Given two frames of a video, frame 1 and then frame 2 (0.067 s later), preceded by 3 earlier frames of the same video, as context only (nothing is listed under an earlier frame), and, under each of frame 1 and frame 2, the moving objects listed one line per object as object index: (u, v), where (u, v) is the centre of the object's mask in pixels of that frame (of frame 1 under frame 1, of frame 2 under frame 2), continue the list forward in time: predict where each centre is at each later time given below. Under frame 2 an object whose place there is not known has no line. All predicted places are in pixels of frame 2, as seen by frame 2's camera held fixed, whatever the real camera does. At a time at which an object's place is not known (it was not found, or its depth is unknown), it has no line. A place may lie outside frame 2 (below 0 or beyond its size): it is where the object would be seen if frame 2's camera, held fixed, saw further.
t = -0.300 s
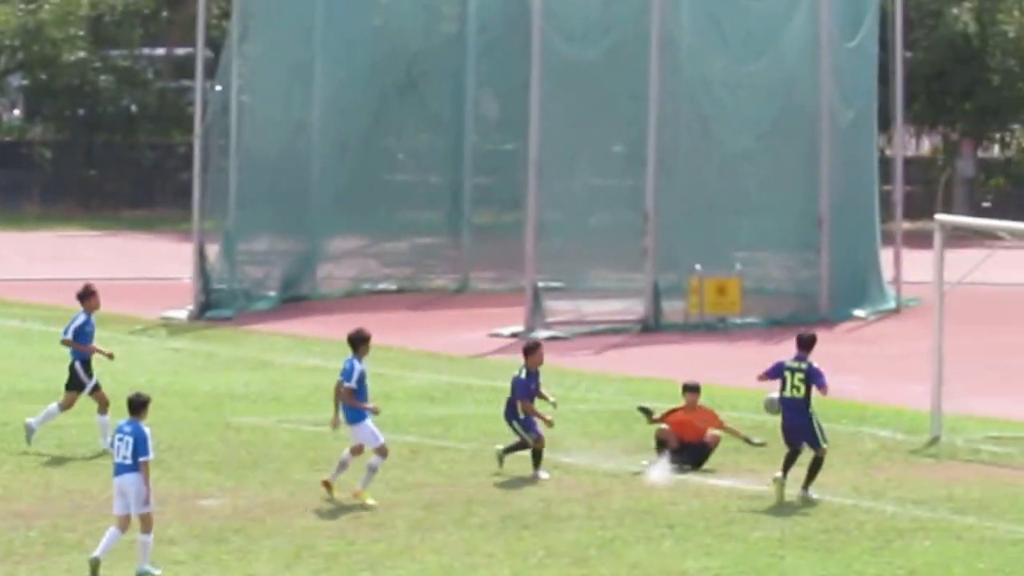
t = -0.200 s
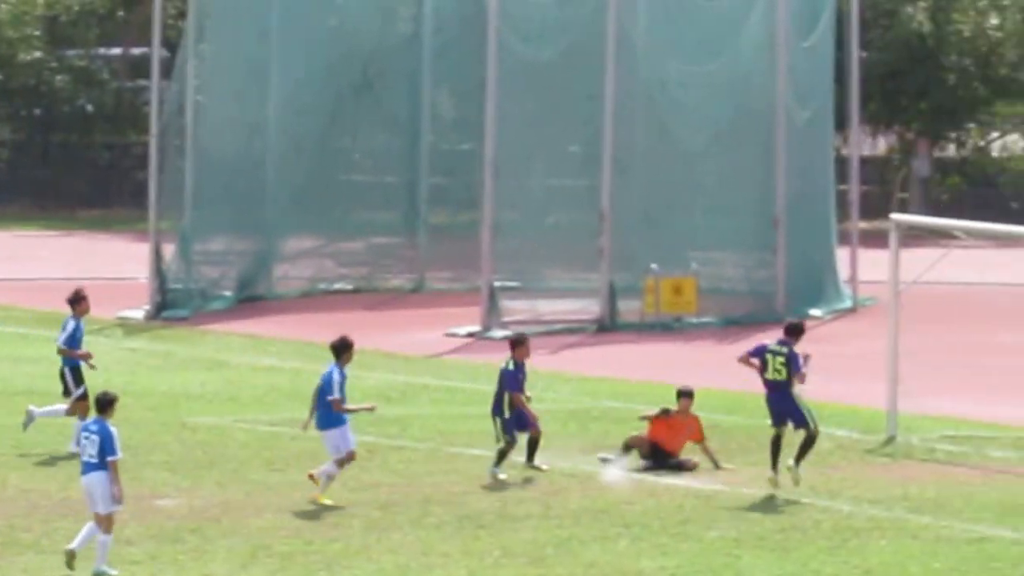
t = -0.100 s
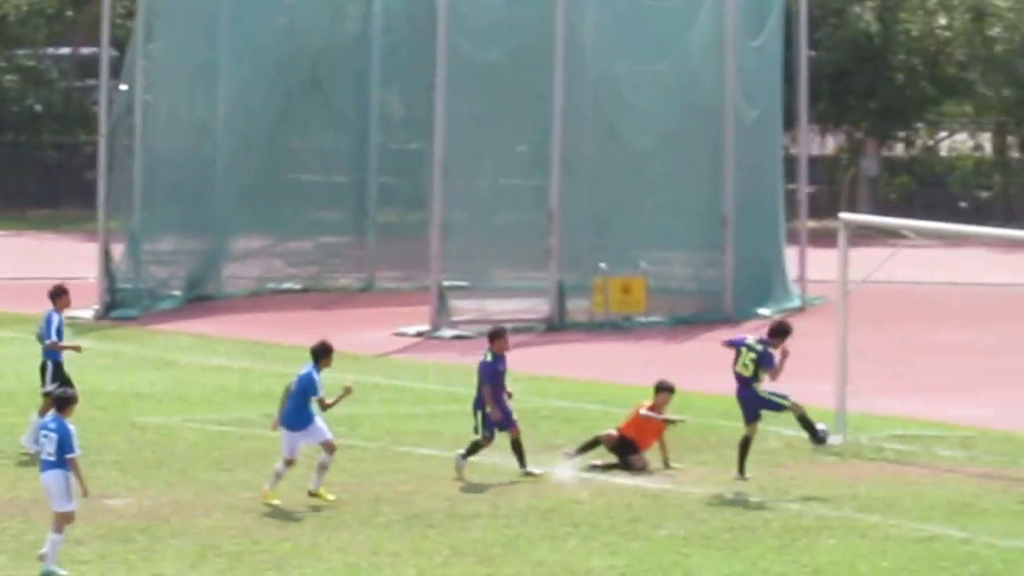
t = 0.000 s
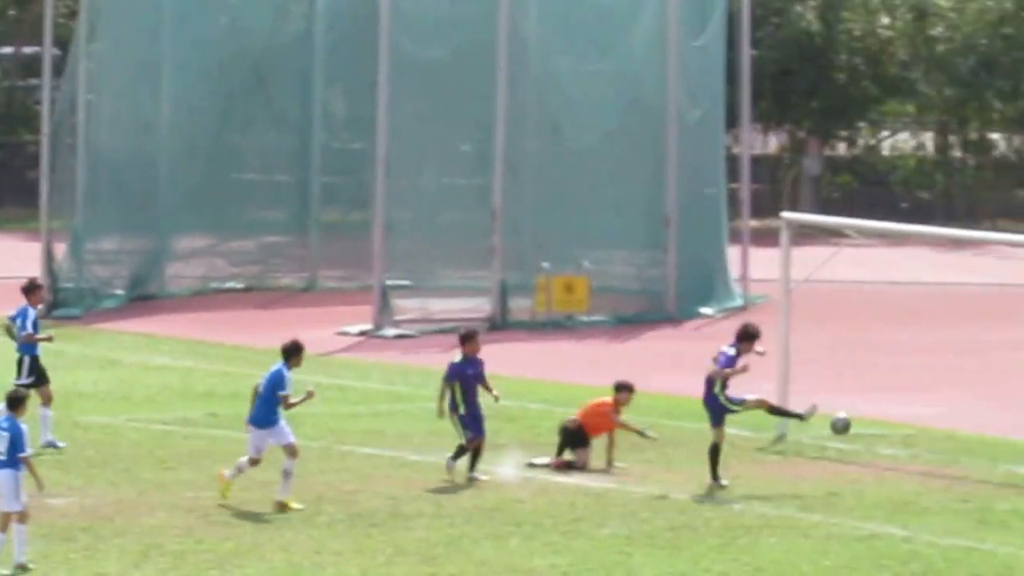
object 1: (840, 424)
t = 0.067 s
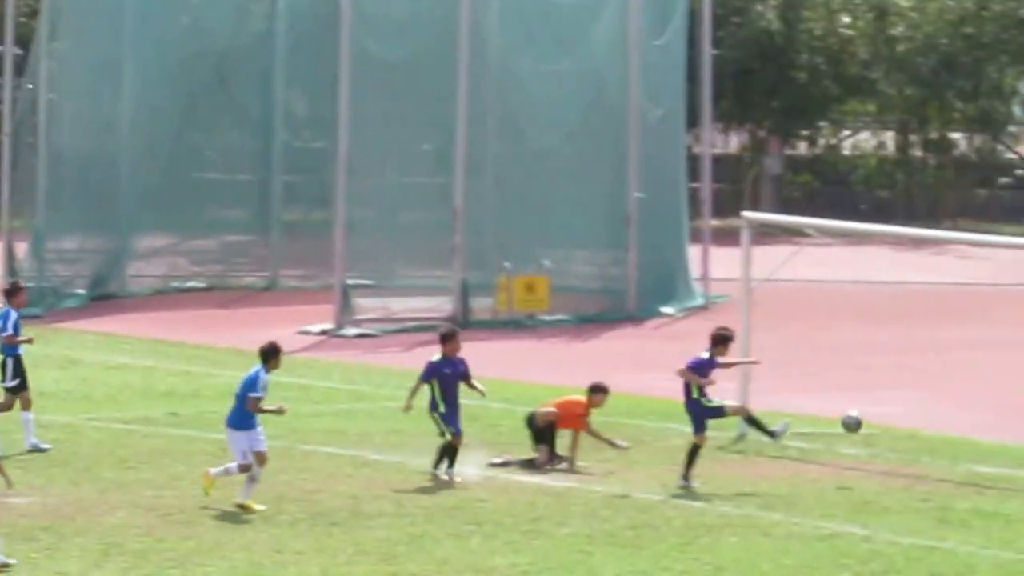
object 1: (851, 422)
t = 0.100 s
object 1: (876, 424)
